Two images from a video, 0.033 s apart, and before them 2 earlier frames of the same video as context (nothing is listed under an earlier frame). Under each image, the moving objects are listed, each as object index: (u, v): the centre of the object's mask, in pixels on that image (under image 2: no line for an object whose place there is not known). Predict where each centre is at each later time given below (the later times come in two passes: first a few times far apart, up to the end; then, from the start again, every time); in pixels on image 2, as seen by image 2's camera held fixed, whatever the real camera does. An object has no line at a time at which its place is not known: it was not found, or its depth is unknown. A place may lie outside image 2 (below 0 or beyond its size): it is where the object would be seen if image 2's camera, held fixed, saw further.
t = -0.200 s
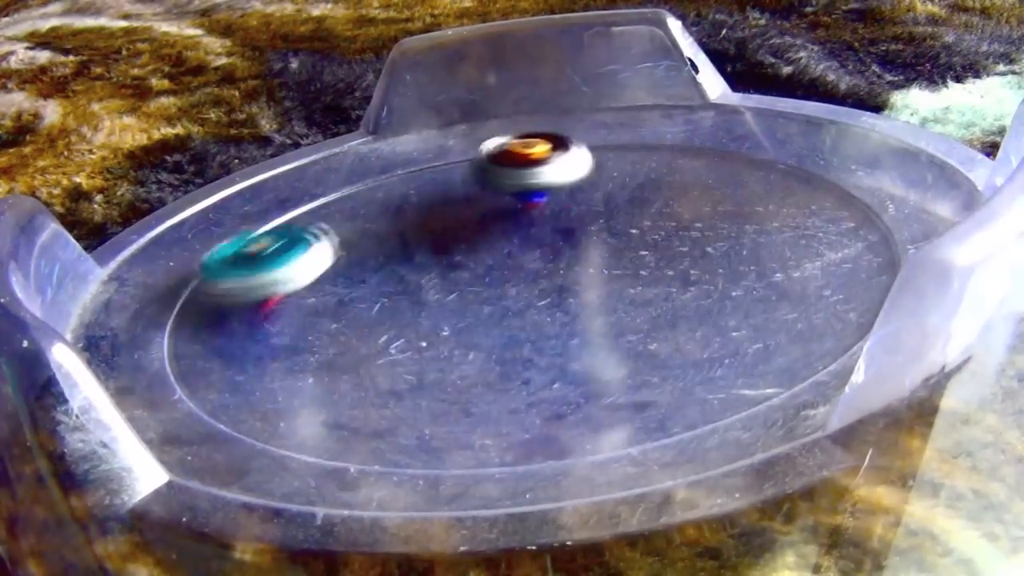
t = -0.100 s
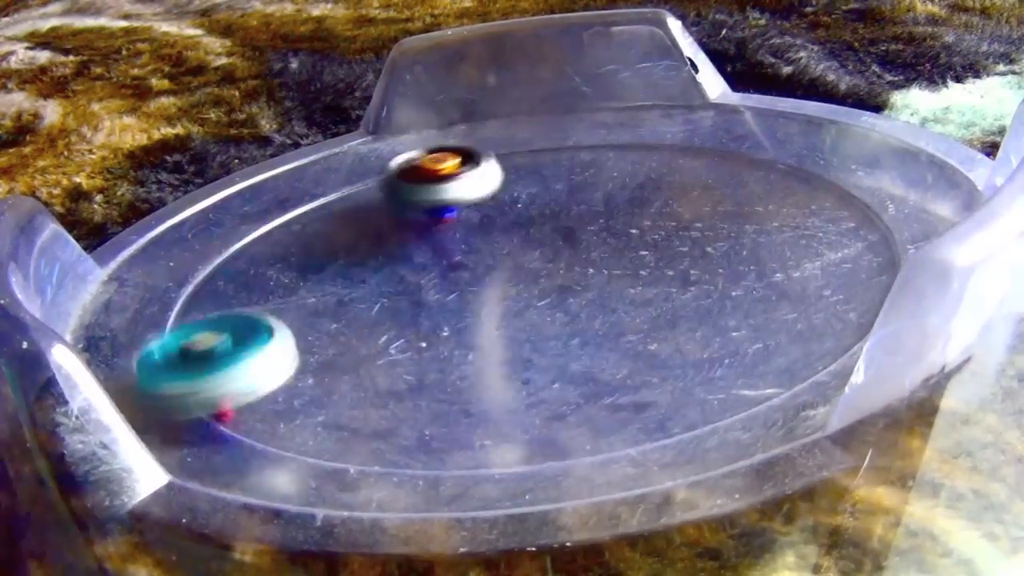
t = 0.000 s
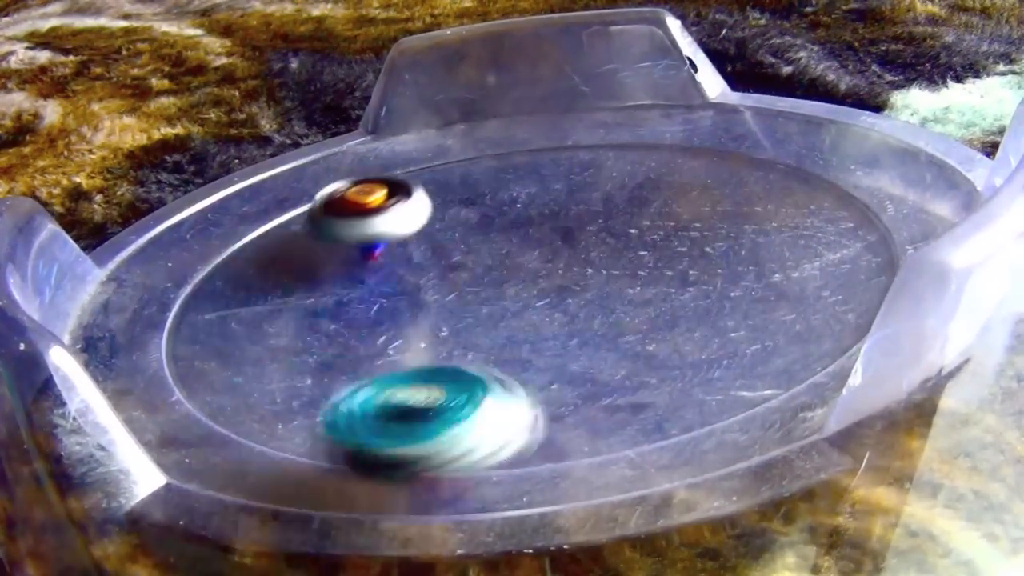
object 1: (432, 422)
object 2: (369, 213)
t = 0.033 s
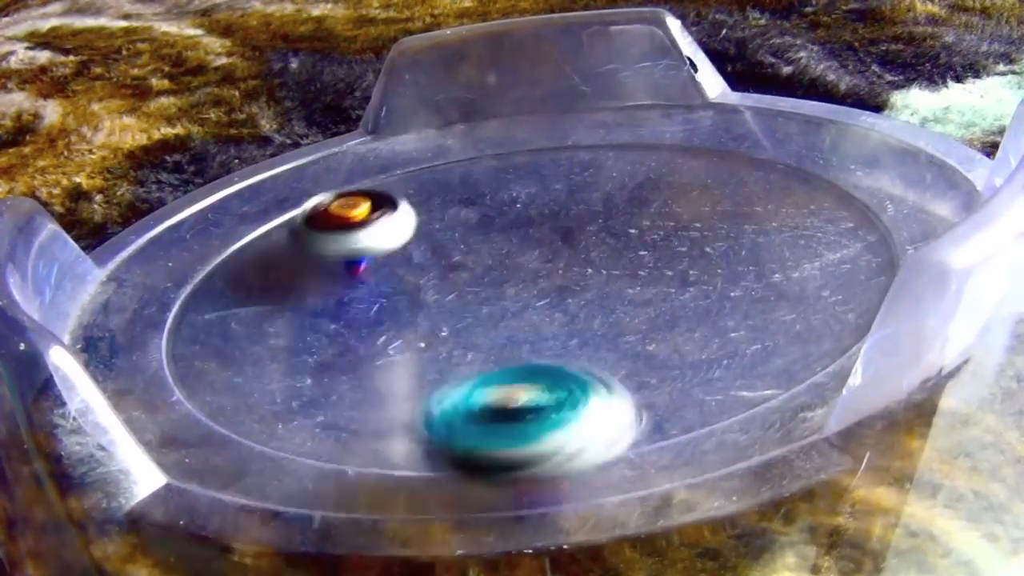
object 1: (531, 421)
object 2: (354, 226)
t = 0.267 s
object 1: (720, 259)
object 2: (405, 315)
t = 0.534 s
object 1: (288, 214)
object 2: (637, 265)
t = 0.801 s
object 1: (240, 385)
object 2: (580, 189)
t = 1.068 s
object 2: (425, 223)
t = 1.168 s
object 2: (407, 255)
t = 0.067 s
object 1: (631, 408)
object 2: (342, 241)
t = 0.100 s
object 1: (725, 383)
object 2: (337, 255)
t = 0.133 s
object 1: (745, 337)
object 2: (336, 268)
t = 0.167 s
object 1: (748, 321)
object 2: (346, 284)
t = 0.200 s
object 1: (750, 308)
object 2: (359, 296)
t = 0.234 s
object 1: (741, 282)
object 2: (380, 308)
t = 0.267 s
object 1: (720, 259)
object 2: (405, 315)
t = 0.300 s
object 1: (687, 239)
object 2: (437, 320)
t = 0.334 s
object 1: (641, 224)
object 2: (472, 320)
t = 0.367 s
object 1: (589, 212)
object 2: (508, 316)
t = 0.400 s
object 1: (531, 206)
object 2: (542, 311)
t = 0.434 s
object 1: (472, 202)
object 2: (574, 302)
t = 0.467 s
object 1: (411, 203)
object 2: (601, 292)
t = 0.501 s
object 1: (351, 205)
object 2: (622, 279)
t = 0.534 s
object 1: (288, 214)
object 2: (637, 265)
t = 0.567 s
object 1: (231, 227)
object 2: (647, 252)
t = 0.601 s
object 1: (185, 243)
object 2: (651, 239)
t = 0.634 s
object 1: (147, 273)
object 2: (649, 226)
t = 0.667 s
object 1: (136, 300)
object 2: (642, 216)
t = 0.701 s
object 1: (138, 325)
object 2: (631, 206)
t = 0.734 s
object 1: (154, 347)
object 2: (616, 199)
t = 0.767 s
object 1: (184, 369)
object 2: (599, 193)
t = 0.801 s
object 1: (240, 385)
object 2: (580, 189)
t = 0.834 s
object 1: (315, 403)
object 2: (559, 187)
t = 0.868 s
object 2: (538, 188)
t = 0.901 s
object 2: (516, 189)
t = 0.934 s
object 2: (495, 193)
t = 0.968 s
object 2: (473, 198)
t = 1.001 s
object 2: (454, 205)
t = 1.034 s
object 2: (438, 214)
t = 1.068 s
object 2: (425, 223)
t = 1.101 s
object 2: (415, 233)
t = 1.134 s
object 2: (409, 244)
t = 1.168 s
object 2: (407, 255)
